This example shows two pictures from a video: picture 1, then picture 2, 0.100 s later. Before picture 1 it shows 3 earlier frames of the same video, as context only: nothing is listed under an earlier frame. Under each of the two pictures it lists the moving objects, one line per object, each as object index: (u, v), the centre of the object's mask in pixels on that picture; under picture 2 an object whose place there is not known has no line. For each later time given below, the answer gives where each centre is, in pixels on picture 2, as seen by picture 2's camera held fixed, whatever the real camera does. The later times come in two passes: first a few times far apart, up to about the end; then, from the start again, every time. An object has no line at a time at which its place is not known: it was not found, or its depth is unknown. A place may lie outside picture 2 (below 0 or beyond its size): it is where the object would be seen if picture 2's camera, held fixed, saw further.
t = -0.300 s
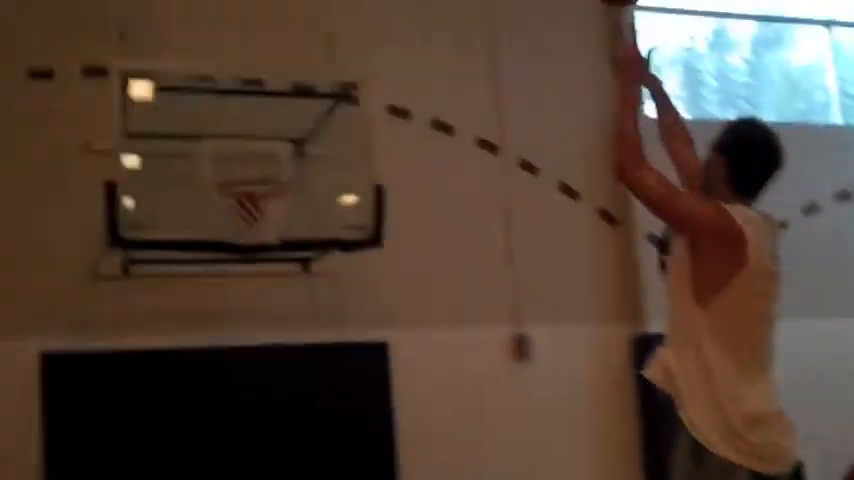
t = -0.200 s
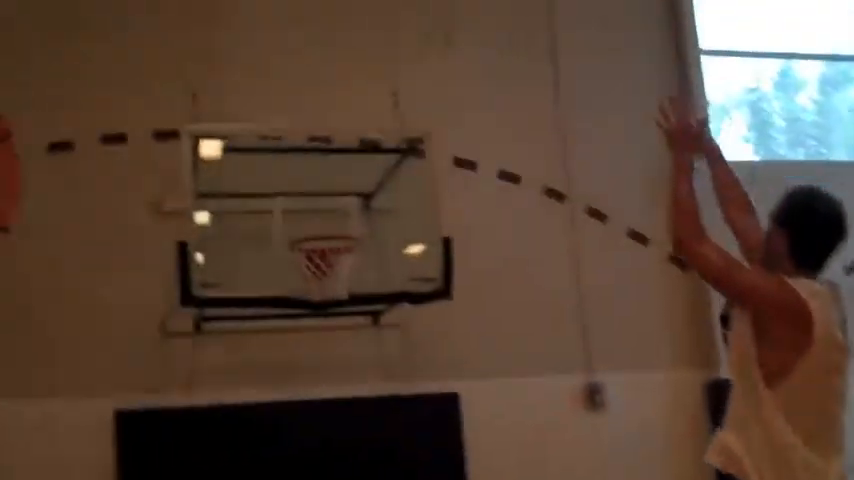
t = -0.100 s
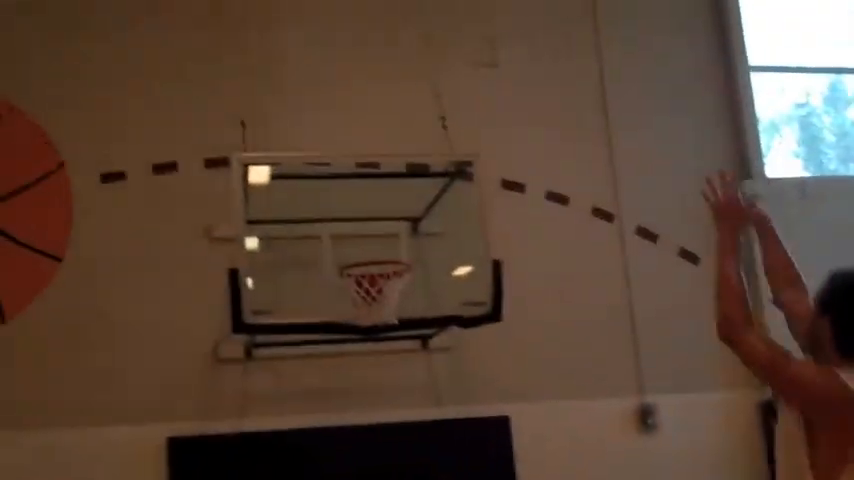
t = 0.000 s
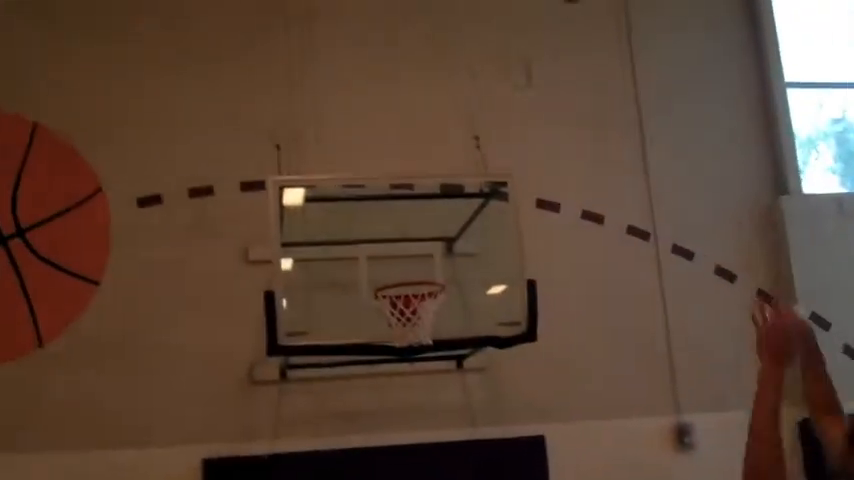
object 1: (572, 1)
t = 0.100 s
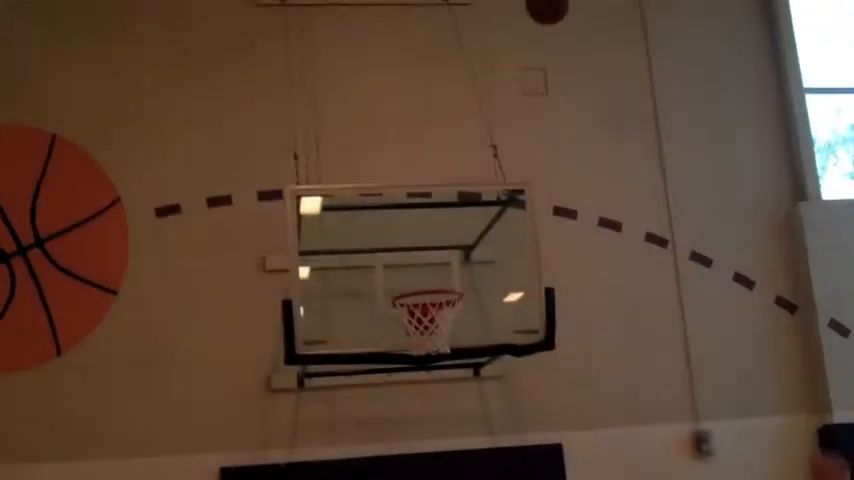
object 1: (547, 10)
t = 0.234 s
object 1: (505, 45)
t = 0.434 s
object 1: (455, 150)
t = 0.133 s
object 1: (537, 13)
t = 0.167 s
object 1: (526, 21)
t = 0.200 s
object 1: (515, 32)
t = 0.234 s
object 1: (505, 45)
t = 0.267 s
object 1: (495, 60)
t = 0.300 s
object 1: (487, 75)
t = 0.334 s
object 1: (478, 93)
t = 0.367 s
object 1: (470, 111)
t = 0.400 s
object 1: (462, 129)
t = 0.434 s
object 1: (455, 150)
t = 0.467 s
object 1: (449, 171)
